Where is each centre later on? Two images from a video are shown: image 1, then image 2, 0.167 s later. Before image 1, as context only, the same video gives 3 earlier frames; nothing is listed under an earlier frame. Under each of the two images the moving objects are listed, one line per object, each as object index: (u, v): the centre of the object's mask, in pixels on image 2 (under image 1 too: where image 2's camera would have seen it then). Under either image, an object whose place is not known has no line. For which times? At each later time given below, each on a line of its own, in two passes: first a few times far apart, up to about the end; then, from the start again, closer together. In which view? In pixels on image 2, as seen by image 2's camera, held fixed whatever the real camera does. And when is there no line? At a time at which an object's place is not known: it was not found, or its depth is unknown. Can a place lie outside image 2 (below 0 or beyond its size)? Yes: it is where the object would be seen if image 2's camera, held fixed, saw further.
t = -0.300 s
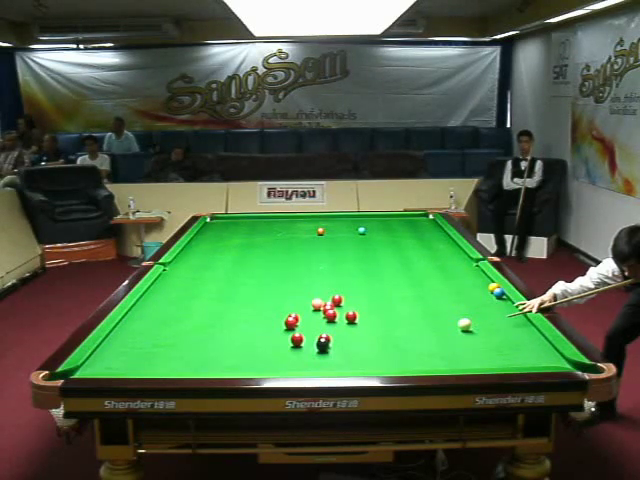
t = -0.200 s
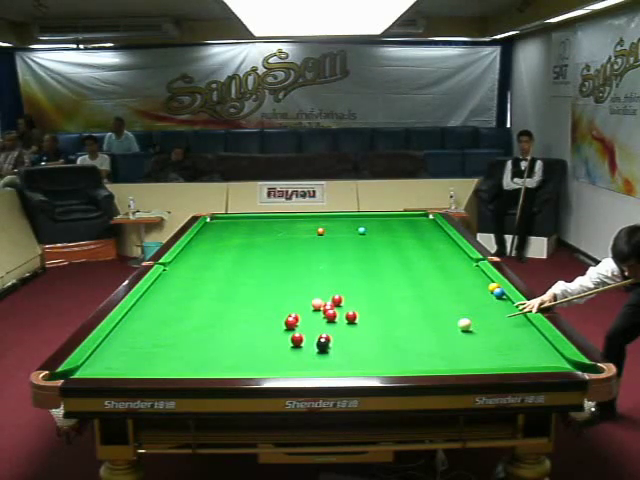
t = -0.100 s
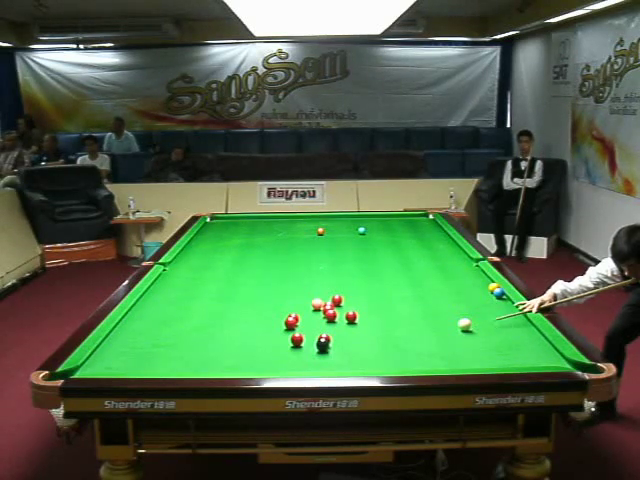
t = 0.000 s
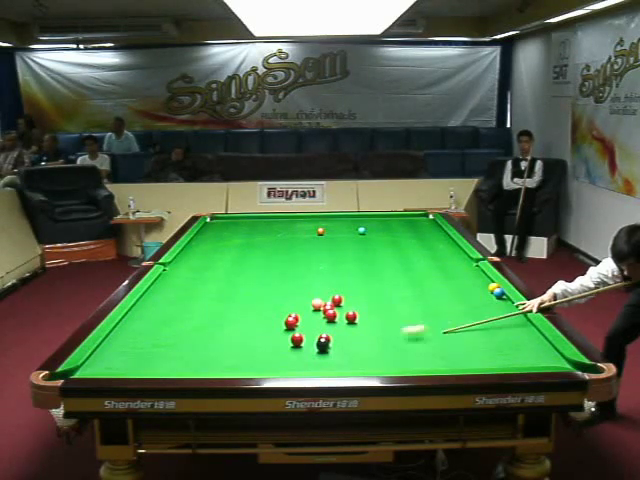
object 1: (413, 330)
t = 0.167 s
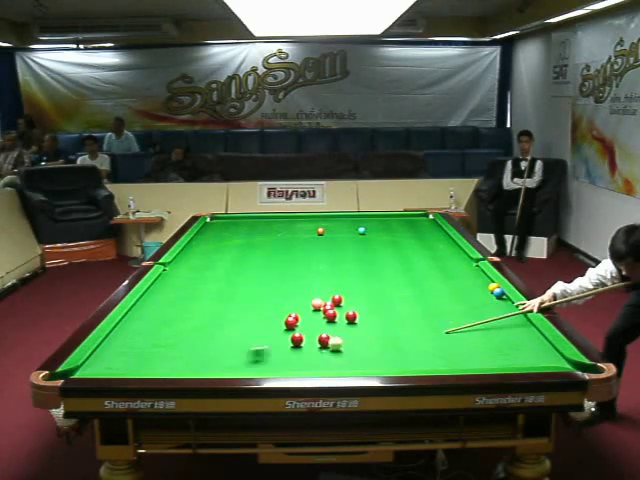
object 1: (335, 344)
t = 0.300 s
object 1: (346, 343)
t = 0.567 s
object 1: (377, 340)
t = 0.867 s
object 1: (409, 336)
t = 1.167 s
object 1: (439, 334)
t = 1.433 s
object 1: (462, 331)
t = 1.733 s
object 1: (486, 328)
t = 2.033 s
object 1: (507, 326)
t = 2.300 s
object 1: (524, 325)
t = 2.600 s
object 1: (517, 324)
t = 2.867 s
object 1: (505, 322)
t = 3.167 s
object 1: (497, 323)
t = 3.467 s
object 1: (490, 323)
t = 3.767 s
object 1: (485, 323)
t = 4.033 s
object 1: (482, 323)
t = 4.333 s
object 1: (481, 323)
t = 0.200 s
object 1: (337, 344)
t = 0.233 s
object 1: (339, 343)
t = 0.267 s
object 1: (342, 343)
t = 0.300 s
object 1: (346, 343)
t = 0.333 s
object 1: (350, 342)
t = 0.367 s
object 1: (354, 342)
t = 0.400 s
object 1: (358, 342)
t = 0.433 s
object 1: (362, 342)
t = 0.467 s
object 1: (366, 342)
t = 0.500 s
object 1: (370, 341)
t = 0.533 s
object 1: (373, 340)
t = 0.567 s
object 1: (377, 340)
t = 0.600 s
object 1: (381, 339)
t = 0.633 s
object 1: (384, 339)
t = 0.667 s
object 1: (388, 339)
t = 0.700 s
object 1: (392, 338)
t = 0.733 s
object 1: (395, 338)
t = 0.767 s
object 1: (399, 338)
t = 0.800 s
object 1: (403, 337)
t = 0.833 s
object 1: (406, 337)
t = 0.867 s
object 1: (409, 336)
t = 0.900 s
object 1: (413, 336)
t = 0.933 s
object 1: (416, 336)
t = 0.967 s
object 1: (420, 335)
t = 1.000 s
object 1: (423, 335)
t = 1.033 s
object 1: (426, 335)
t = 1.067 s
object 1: (429, 335)
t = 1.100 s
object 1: (432, 334)
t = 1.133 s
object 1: (436, 334)
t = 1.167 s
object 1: (439, 334)
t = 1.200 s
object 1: (442, 333)
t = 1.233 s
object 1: (445, 333)
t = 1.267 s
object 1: (448, 332)
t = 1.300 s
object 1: (451, 332)
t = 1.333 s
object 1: (454, 332)
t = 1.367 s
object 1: (456, 332)
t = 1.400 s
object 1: (460, 331)
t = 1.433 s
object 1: (462, 331)
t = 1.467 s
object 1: (465, 331)
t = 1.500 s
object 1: (468, 330)
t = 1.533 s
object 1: (470, 330)
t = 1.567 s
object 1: (473, 330)
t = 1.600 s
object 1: (476, 329)
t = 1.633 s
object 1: (478, 329)
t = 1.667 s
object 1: (481, 329)
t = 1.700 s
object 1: (484, 329)
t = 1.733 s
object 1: (486, 328)
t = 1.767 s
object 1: (488, 328)
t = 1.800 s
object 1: (491, 328)
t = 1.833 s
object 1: (493, 328)
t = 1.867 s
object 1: (496, 328)
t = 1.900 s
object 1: (498, 327)
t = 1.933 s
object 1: (500, 327)
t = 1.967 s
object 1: (503, 327)
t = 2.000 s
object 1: (505, 327)
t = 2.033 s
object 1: (507, 326)
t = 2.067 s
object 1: (509, 326)
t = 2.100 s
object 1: (512, 326)
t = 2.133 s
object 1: (514, 326)
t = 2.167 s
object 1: (516, 326)
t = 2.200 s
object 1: (518, 325)
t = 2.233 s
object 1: (520, 325)
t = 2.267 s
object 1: (522, 325)
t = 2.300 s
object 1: (524, 325)
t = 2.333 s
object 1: (526, 325)
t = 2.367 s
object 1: (528, 324)
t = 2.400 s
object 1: (526, 324)
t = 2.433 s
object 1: (524, 324)
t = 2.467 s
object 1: (523, 324)
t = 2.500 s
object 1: (521, 324)
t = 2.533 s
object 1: (520, 324)
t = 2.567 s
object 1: (519, 324)
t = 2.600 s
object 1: (517, 324)
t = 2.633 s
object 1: (516, 324)
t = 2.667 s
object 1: (515, 324)
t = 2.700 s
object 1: (513, 324)
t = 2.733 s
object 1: (512, 324)
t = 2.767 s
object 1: (511, 324)
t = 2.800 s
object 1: (510, 324)
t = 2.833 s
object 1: (508, 323)
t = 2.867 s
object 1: (505, 322)
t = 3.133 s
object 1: (498, 323)
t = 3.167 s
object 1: (497, 323)
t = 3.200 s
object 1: (497, 323)
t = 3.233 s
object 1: (496, 323)
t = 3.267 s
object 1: (495, 323)
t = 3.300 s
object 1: (494, 323)
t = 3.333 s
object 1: (493, 323)
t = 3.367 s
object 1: (493, 323)
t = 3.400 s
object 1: (492, 323)
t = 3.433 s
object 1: (491, 323)
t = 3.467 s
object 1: (490, 323)
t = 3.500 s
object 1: (490, 323)
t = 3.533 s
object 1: (489, 323)
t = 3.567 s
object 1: (488, 323)
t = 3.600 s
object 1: (488, 323)
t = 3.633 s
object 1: (487, 323)
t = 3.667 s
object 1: (487, 323)
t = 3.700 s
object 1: (486, 323)
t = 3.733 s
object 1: (486, 323)
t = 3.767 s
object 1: (485, 323)
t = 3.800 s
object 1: (485, 323)
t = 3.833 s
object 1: (484, 323)
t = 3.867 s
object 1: (484, 323)
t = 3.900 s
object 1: (484, 323)
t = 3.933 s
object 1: (483, 323)
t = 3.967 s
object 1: (483, 323)
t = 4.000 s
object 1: (482, 323)
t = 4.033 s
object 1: (482, 323)
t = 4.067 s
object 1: (482, 323)
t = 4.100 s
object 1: (482, 323)
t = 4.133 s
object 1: (482, 323)
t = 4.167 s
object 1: (481, 323)
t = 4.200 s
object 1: (481, 323)
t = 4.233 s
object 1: (481, 323)
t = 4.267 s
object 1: (481, 323)
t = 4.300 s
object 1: (481, 323)
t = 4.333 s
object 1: (481, 323)
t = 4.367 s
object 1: (481, 323)
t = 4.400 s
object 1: (481, 323)
